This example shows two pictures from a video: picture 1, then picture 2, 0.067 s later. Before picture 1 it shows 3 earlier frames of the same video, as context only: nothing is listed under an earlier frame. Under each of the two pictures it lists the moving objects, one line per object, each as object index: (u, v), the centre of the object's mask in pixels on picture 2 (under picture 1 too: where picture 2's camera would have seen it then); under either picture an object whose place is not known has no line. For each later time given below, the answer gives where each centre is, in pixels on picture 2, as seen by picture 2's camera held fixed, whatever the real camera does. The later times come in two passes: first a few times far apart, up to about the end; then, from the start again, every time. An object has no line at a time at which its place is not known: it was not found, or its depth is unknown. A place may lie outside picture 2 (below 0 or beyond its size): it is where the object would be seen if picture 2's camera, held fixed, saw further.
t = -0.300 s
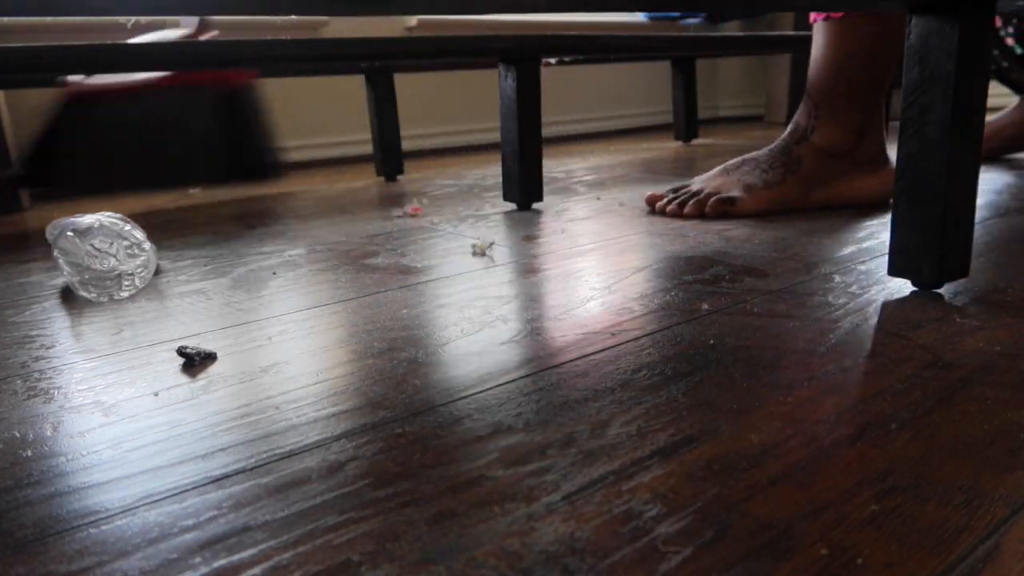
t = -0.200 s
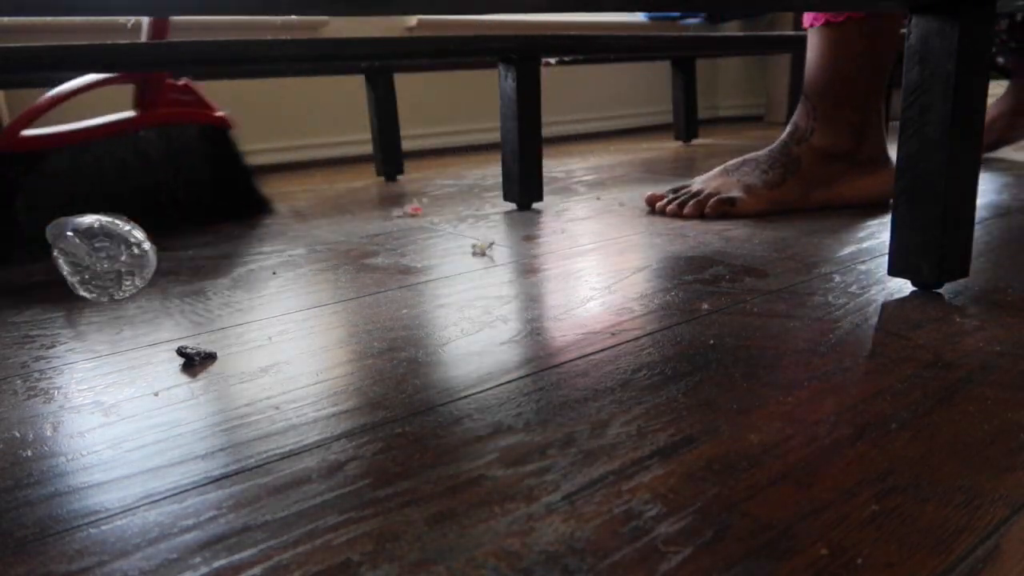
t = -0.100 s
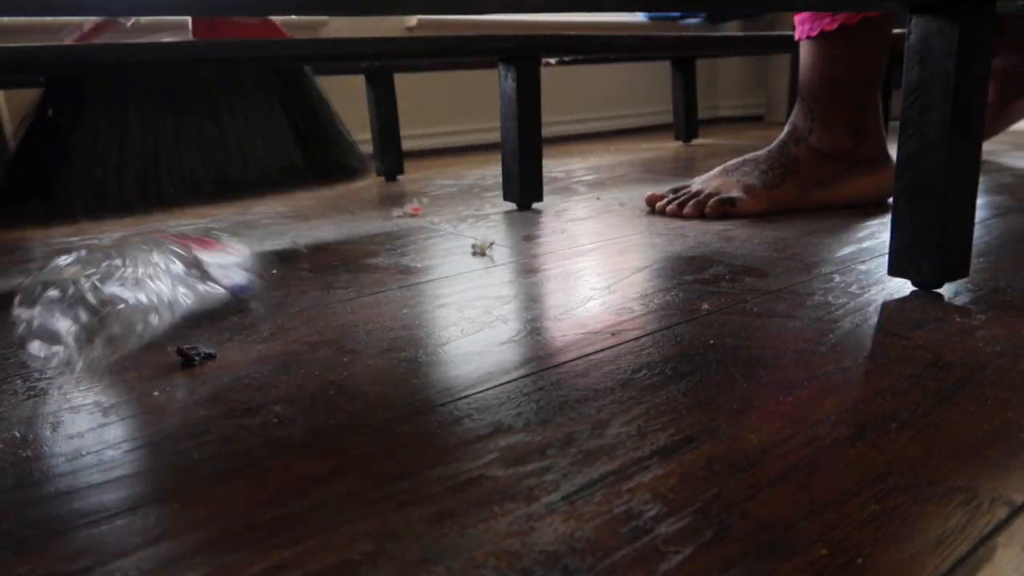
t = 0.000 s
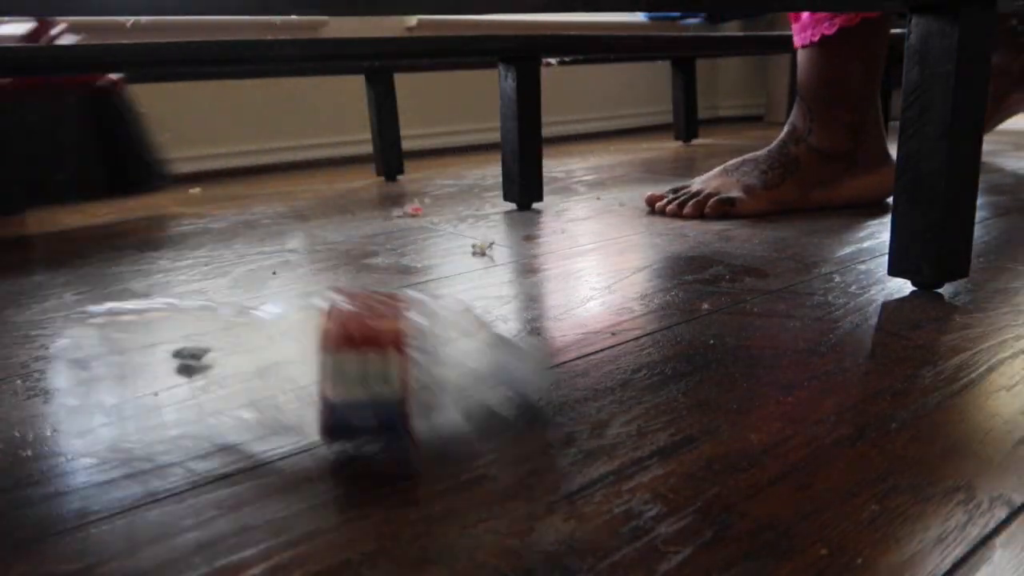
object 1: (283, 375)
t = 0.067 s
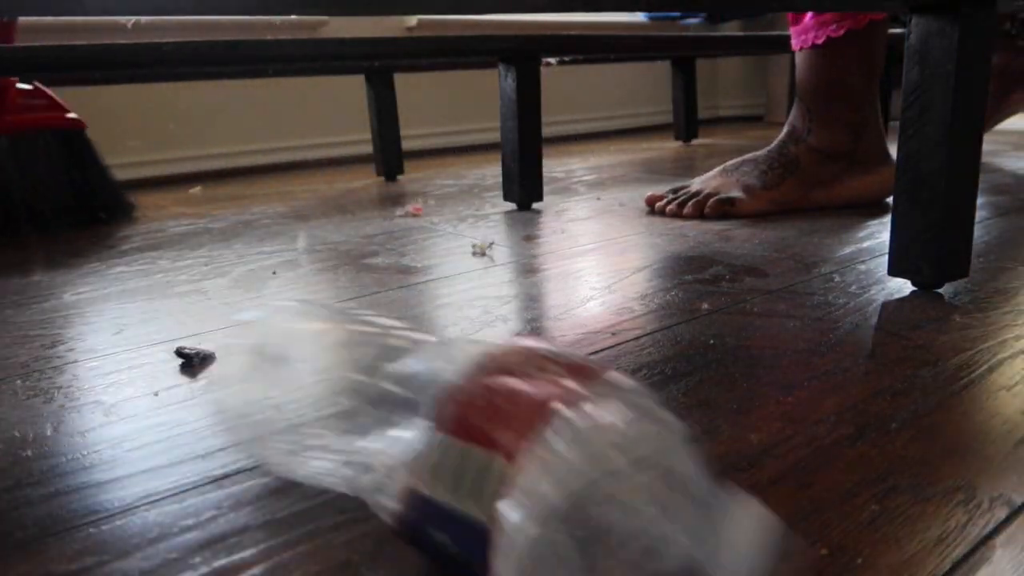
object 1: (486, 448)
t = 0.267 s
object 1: (670, 478)
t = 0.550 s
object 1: (670, 477)
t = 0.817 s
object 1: (670, 477)
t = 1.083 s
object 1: (670, 477)
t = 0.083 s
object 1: (517, 455)
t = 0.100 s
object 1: (544, 458)
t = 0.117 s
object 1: (574, 463)
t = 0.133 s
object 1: (599, 466)
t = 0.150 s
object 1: (623, 470)
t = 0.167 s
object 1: (641, 472)
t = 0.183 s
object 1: (656, 474)
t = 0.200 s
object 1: (666, 476)
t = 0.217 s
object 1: (670, 478)
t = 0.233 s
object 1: (670, 477)
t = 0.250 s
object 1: (670, 477)
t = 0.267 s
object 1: (670, 478)
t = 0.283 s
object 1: (670, 477)
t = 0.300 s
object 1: (670, 477)
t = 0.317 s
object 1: (670, 477)
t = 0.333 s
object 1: (670, 477)
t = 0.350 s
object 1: (670, 477)
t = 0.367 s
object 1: (670, 477)
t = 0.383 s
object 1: (670, 477)
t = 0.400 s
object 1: (670, 477)
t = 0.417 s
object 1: (670, 477)
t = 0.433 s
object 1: (670, 477)
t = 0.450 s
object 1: (670, 477)
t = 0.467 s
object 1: (670, 477)
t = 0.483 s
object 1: (670, 477)
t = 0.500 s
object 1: (670, 477)
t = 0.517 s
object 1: (670, 477)
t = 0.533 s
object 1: (670, 478)
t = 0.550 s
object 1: (670, 477)
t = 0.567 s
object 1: (670, 477)
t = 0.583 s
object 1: (670, 477)
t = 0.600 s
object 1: (670, 477)
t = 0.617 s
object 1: (670, 477)
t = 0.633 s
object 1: (670, 477)
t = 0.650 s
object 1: (670, 477)
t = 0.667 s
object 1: (670, 477)
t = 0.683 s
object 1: (670, 477)
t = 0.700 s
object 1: (670, 477)
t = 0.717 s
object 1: (670, 477)
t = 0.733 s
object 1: (670, 477)
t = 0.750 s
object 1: (670, 477)
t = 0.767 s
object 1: (670, 477)
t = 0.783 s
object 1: (670, 477)
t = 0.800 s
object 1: (670, 477)
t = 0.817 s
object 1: (670, 477)
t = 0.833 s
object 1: (670, 477)
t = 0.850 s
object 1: (670, 477)
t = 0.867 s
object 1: (670, 477)
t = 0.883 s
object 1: (670, 477)
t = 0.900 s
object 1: (670, 477)
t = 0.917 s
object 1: (670, 477)
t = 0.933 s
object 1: (670, 477)
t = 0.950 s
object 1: (670, 477)
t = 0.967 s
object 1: (670, 477)
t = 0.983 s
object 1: (670, 477)
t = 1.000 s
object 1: (670, 477)
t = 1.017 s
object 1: (670, 477)
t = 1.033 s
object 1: (670, 477)
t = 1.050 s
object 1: (670, 477)
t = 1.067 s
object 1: (670, 477)
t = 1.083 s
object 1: (670, 477)
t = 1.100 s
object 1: (670, 477)
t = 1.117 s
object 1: (670, 477)
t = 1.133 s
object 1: (670, 477)
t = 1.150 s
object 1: (670, 477)
